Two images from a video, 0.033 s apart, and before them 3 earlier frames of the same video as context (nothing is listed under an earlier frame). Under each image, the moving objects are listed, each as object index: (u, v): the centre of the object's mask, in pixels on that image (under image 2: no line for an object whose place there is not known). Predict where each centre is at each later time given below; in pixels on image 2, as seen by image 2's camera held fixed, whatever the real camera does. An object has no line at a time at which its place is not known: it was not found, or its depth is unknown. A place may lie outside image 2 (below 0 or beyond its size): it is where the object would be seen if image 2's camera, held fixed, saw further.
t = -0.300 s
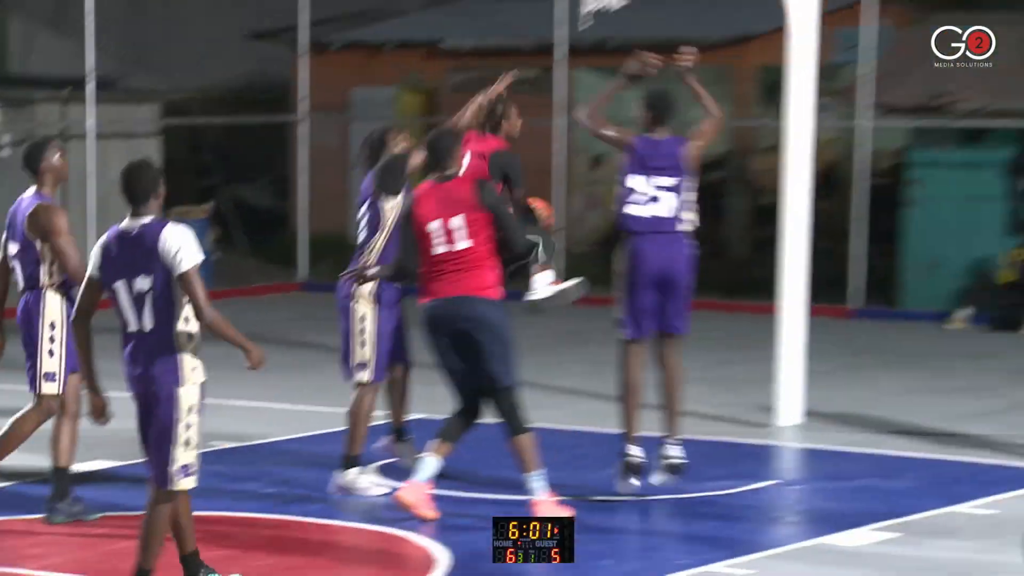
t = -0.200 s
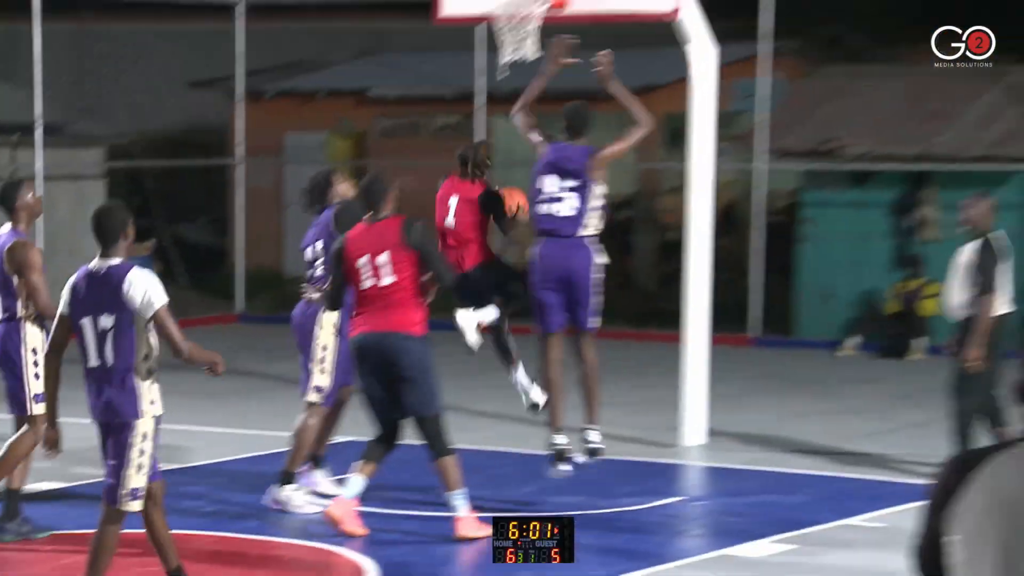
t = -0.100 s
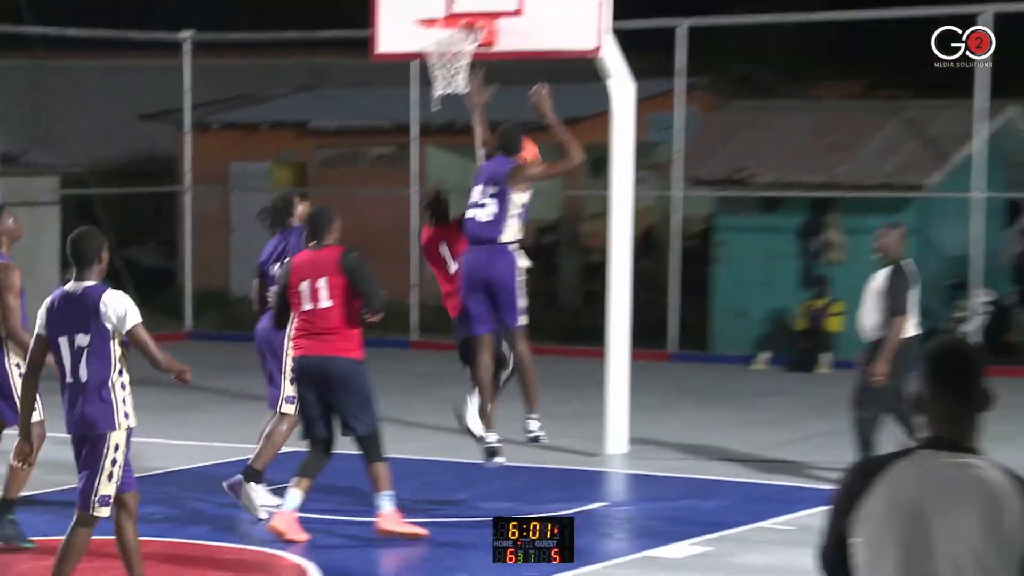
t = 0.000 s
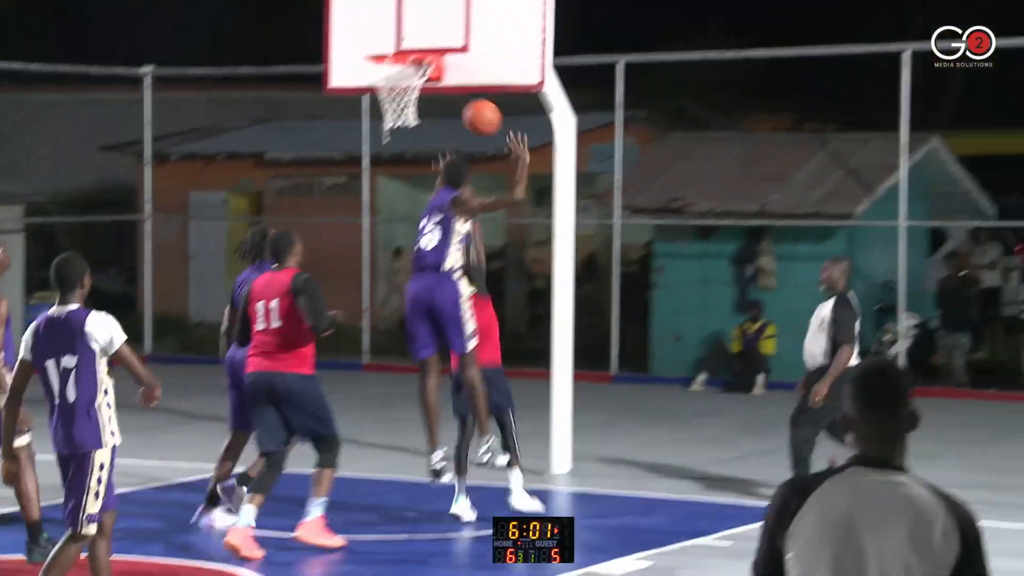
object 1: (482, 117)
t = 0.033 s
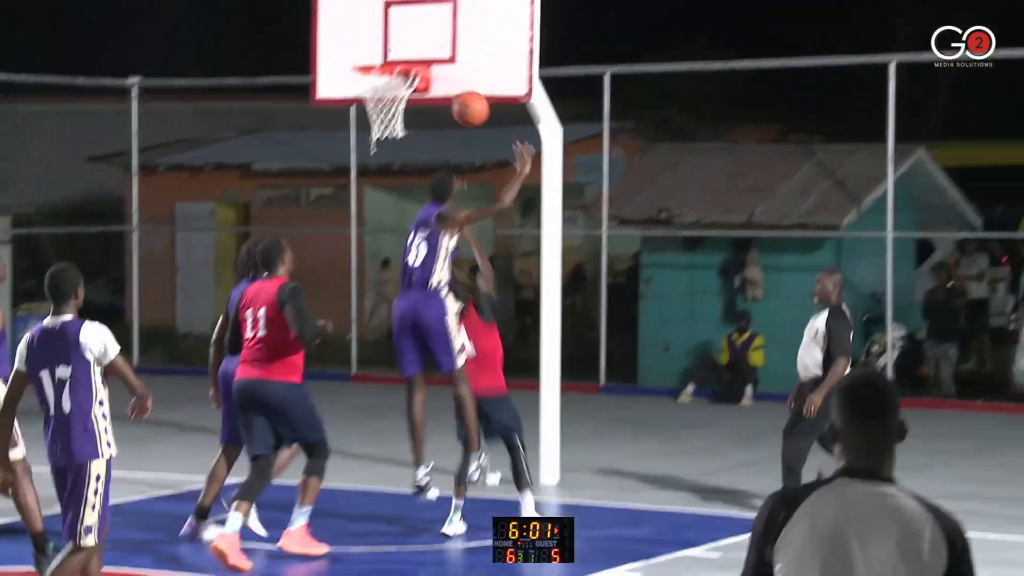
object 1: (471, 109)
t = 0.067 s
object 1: (473, 88)
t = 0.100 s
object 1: (473, 71)
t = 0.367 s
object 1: (469, -5)
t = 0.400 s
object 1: (461, -7)
